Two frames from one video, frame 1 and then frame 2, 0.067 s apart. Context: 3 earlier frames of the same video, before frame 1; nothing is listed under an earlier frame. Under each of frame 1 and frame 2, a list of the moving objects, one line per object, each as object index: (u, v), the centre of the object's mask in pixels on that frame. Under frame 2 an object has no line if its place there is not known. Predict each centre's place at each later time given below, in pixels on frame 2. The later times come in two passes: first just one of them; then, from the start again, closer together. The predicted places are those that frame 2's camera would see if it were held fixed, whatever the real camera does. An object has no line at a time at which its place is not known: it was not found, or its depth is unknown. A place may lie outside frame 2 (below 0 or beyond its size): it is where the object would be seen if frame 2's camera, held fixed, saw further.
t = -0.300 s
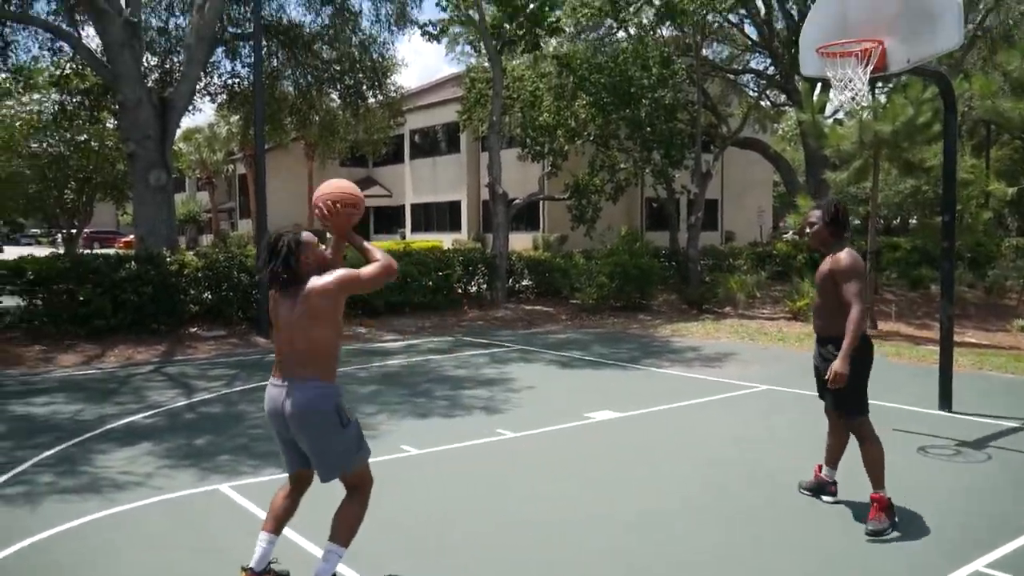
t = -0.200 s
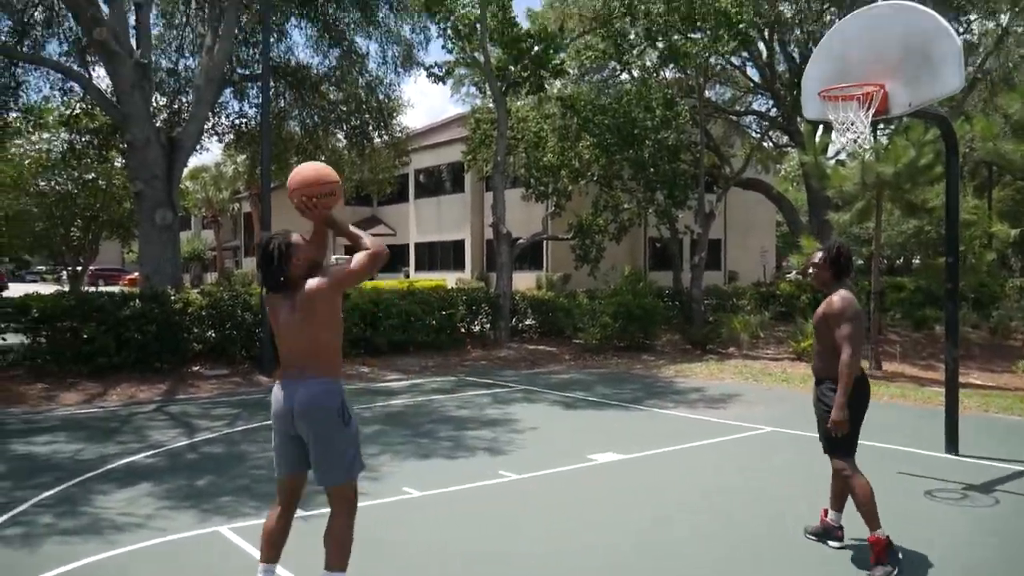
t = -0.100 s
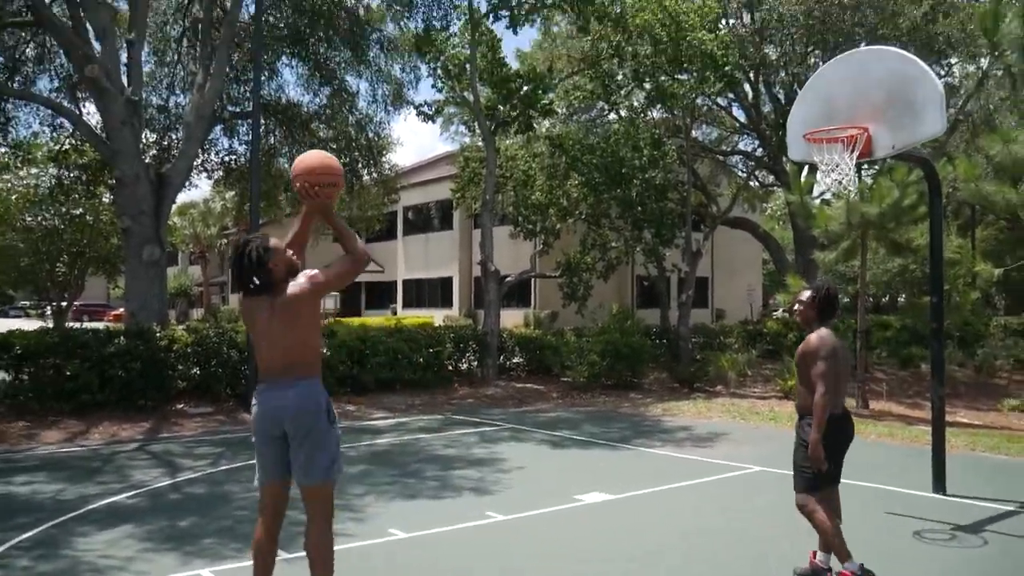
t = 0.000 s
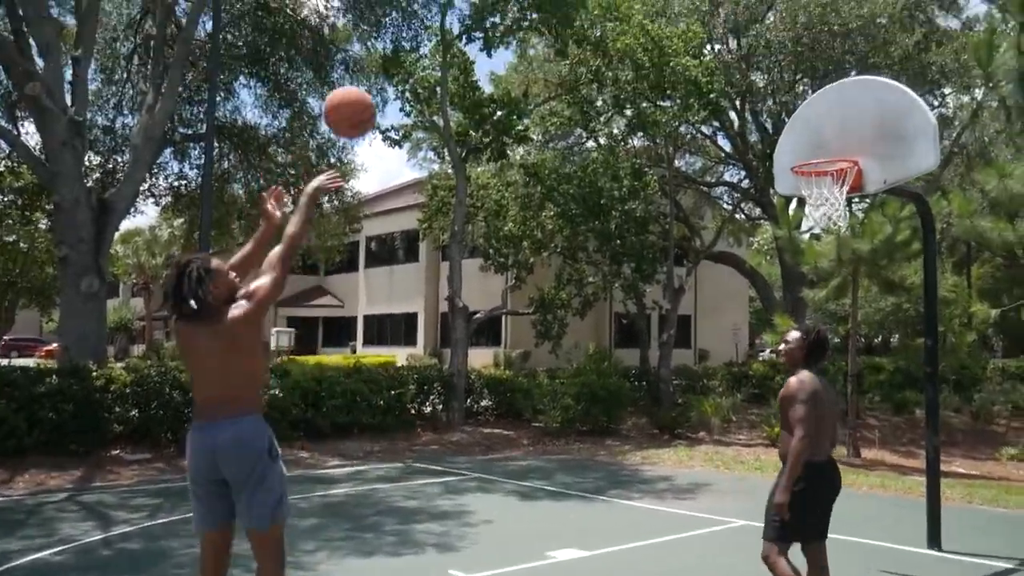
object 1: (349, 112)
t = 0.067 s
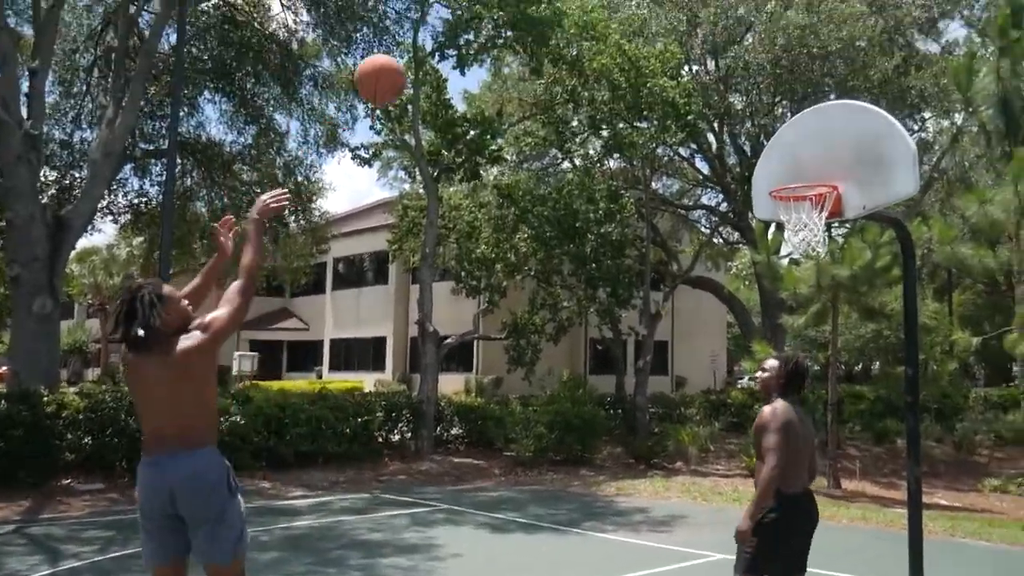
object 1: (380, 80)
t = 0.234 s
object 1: (514, 15)
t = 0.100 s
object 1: (410, 61)
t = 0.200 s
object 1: (488, 22)
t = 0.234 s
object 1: (514, 15)
